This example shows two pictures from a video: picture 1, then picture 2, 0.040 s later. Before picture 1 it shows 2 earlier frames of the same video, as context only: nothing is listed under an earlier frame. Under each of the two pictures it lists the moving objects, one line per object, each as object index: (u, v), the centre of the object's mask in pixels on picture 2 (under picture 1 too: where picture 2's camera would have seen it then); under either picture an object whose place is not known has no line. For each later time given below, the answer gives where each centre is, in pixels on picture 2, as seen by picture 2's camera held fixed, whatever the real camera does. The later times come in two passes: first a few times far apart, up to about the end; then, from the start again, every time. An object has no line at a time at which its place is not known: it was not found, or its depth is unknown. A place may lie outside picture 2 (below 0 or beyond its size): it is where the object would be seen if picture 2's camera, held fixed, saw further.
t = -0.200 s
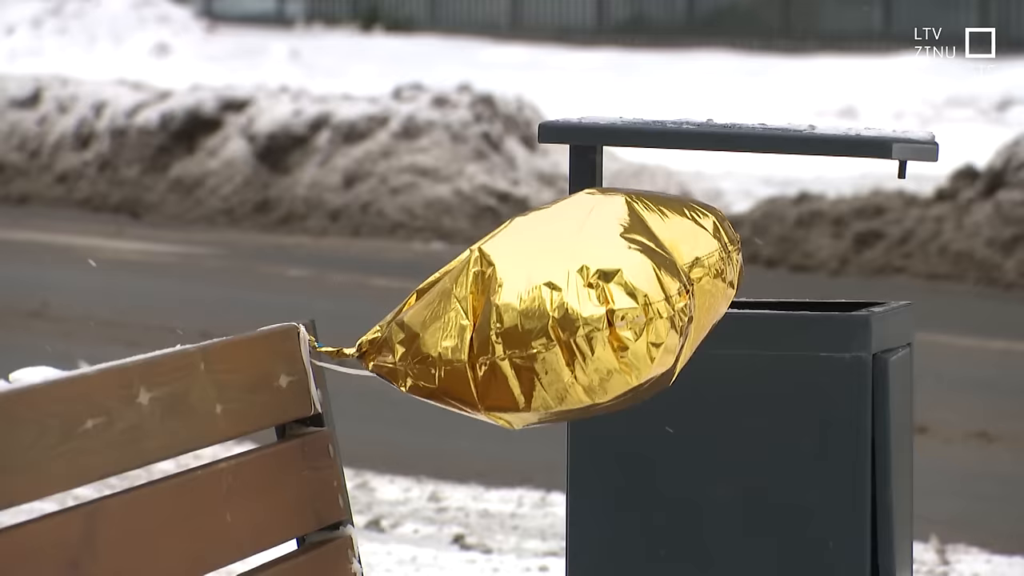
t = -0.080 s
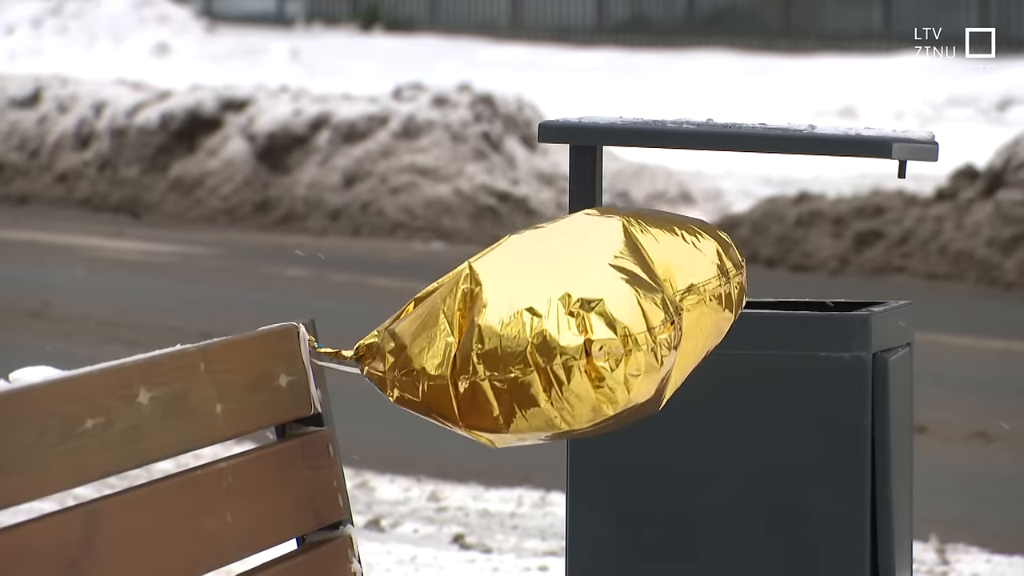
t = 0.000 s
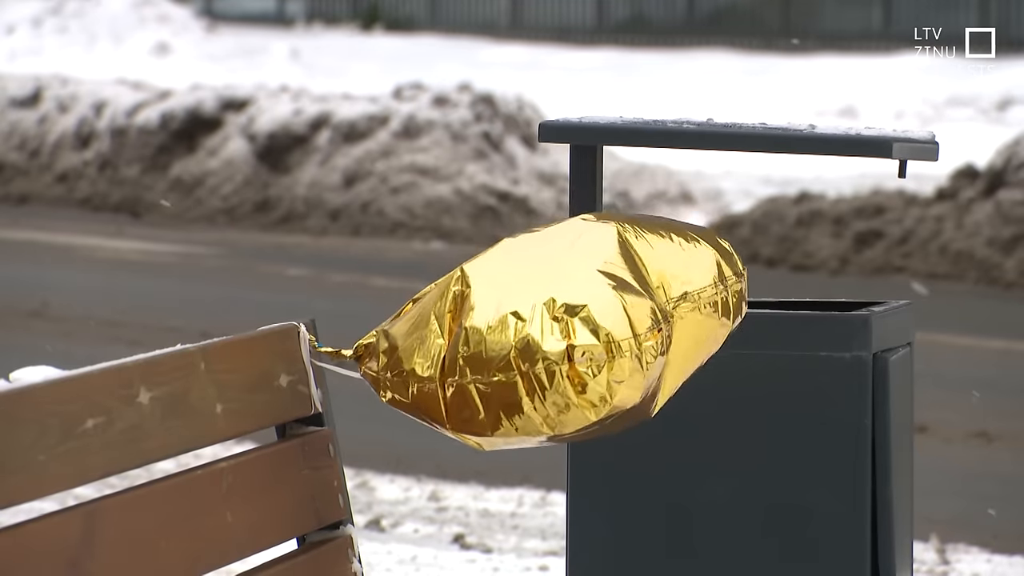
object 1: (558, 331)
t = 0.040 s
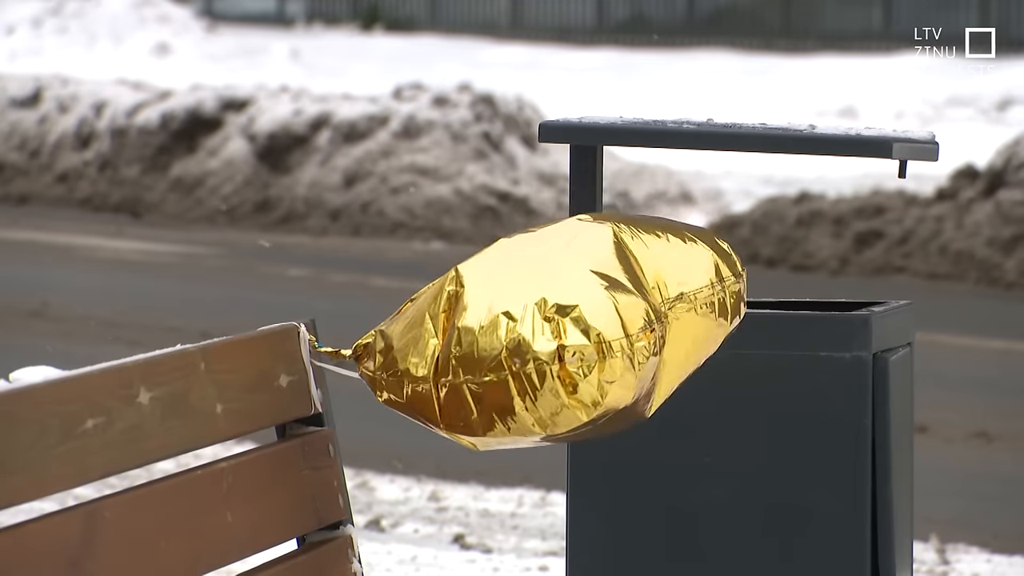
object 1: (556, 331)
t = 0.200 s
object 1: (545, 316)
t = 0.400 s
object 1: (545, 262)
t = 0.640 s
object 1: (559, 261)
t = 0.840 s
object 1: (568, 292)
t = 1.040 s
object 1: (568, 284)
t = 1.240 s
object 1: (561, 286)
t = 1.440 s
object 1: (559, 271)
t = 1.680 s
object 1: (545, 235)
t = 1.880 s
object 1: (549, 244)
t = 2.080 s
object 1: (563, 287)
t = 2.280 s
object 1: (564, 298)
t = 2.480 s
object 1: (557, 267)
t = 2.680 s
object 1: (561, 295)
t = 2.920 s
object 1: (555, 273)
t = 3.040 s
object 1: (545, 231)
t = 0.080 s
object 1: (553, 330)
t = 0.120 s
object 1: (550, 327)
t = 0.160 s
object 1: (547, 323)
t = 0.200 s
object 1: (545, 316)
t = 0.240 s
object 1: (542, 306)
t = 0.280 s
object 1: (542, 295)
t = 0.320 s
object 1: (542, 283)
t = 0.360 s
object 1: (543, 272)
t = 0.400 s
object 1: (545, 262)
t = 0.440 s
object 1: (549, 254)
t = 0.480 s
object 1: (550, 249)
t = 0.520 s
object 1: (552, 248)
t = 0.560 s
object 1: (553, 251)
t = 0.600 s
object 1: (556, 255)
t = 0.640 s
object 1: (559, 261)
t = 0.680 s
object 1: (562, 272)
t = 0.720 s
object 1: (564, 282)
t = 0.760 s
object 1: (565, 288)
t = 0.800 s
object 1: (566, 291)
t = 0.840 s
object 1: (568, 292)
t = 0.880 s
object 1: (568, 290)
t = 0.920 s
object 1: (568, 288)
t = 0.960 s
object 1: (568, 287)
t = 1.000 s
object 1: (568, 286)
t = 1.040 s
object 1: (568, 284)
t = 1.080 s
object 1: (567, 282)
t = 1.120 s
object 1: (564, 280)
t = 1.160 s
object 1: (562, 280)
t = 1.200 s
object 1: (561, 285)
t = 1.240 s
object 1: (561, 286)
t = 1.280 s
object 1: (561, 285)
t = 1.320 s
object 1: (562, 283)
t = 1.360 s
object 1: (562, 280)
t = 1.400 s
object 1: (560, 277)
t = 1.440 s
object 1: (559, 271)
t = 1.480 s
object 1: (556, 265)
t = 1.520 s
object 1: (554, 259)
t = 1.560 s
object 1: (551, 251)
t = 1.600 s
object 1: (548, 244)
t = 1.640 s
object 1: (547, 238)
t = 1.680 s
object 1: (545, 235)
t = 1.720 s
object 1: (545, 234)
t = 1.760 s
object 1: (546, 235)
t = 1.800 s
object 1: (546, 237)
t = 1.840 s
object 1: (548, 240)
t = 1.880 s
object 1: (549, 244)
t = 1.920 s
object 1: (551, 250)
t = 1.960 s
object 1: (555, 259)
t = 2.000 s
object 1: (558, 269)
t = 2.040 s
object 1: (561, 278)
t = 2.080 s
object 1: (563, 287)
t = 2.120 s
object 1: (564, 294)
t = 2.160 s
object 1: (565, 299)
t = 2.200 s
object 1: (566, 301)
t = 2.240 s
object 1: (565, 301)
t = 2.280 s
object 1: (564, 298)
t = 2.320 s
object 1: (563, 292)
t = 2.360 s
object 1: (562, 285)
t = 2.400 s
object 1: (560, 278)
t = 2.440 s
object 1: (559, 272)
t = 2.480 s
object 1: (557, 267)
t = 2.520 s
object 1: (554, 268)
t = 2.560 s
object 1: (556, 273)
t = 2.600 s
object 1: (559, 280)
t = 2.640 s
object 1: (561, 288)
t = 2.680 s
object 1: (561, 295)
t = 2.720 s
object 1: (561, 299)
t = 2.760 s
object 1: (561, 302)
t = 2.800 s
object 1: (561, 302)
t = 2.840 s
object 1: (560, 296)
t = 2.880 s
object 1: (557, 286)
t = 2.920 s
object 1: (555, 273)
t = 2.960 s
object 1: (552, 260)
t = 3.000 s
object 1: (549, 245)
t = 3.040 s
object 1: (545, 231)
